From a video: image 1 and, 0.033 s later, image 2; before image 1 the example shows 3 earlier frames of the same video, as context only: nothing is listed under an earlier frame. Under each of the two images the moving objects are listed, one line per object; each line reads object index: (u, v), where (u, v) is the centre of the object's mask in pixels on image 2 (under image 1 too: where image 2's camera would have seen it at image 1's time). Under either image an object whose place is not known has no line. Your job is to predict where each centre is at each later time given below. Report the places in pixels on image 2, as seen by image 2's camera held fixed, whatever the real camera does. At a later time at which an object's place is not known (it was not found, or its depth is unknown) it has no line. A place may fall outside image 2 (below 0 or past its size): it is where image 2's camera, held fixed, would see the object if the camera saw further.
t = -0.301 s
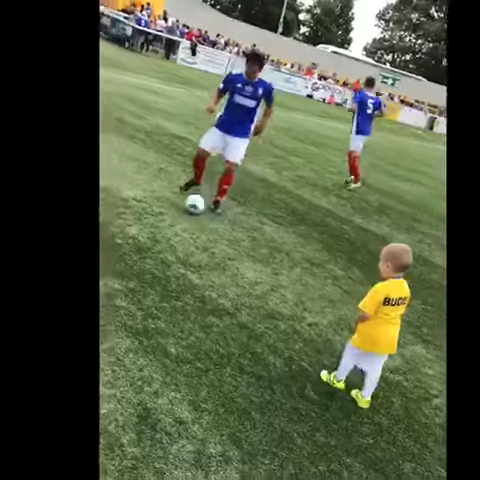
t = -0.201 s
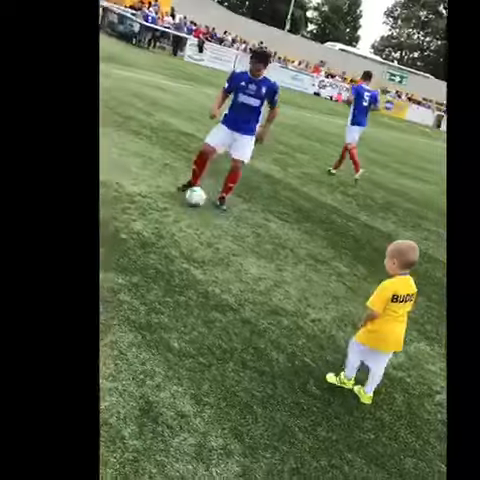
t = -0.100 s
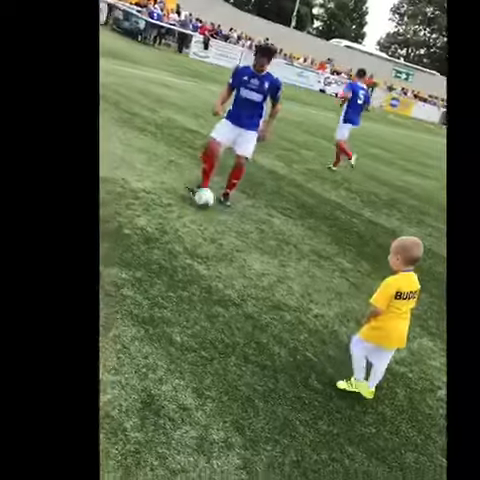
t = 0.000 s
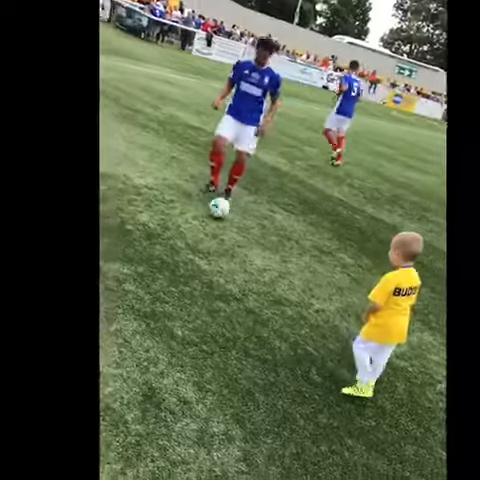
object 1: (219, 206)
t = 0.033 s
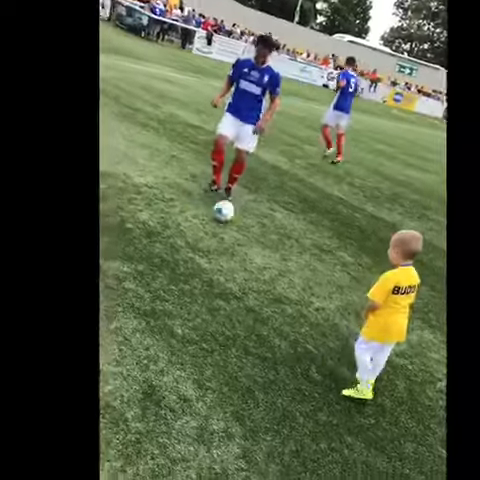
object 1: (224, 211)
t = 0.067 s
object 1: (229, 214)
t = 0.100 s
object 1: (232, 219)
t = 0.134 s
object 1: (235, 224)
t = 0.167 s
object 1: (239, 228)
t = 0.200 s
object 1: (242, 232)
